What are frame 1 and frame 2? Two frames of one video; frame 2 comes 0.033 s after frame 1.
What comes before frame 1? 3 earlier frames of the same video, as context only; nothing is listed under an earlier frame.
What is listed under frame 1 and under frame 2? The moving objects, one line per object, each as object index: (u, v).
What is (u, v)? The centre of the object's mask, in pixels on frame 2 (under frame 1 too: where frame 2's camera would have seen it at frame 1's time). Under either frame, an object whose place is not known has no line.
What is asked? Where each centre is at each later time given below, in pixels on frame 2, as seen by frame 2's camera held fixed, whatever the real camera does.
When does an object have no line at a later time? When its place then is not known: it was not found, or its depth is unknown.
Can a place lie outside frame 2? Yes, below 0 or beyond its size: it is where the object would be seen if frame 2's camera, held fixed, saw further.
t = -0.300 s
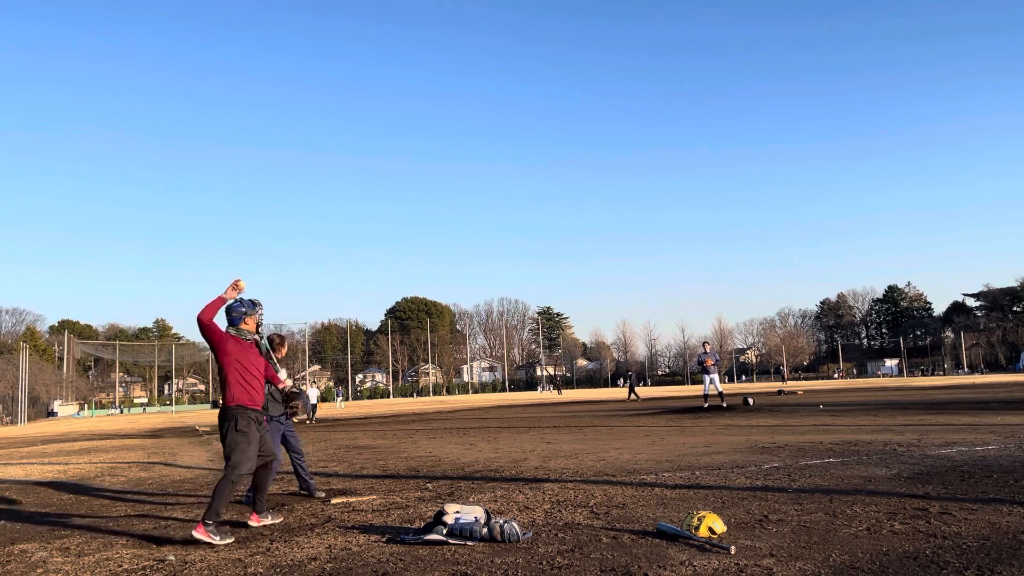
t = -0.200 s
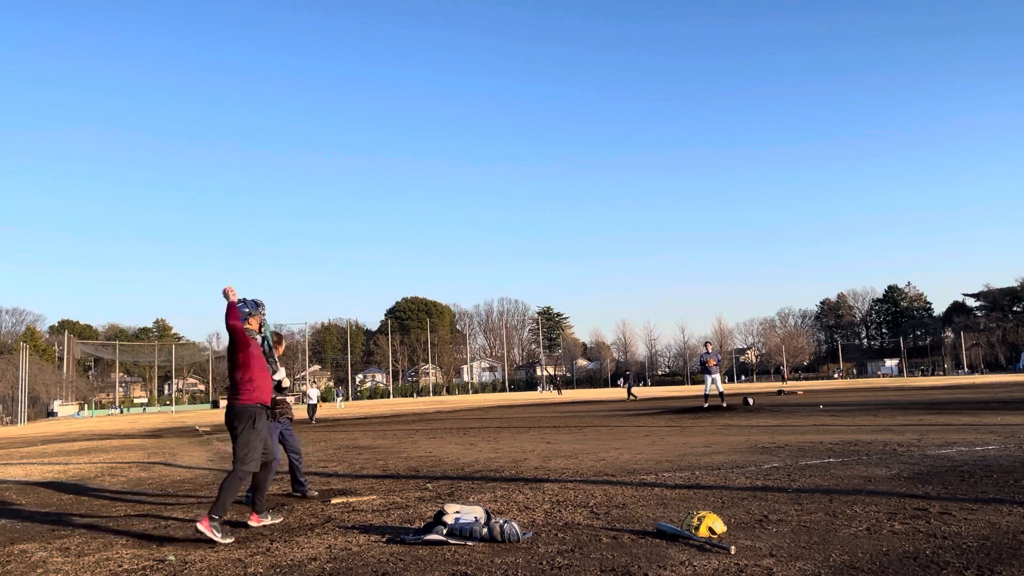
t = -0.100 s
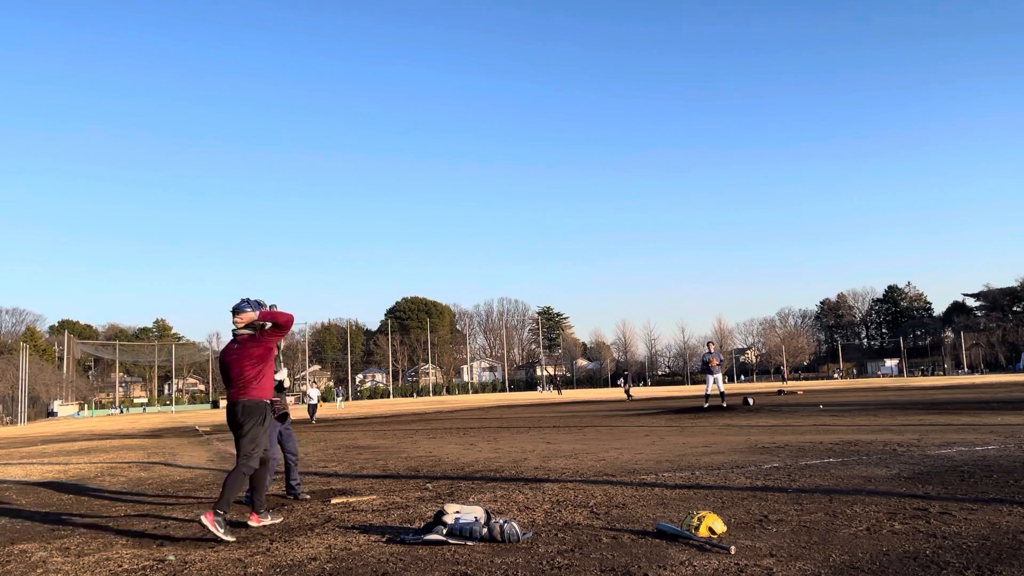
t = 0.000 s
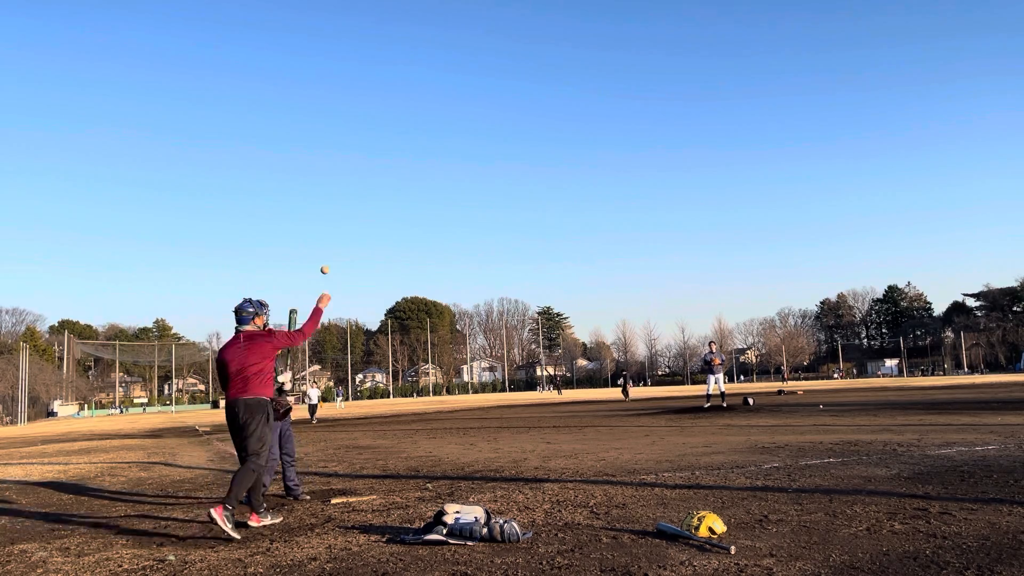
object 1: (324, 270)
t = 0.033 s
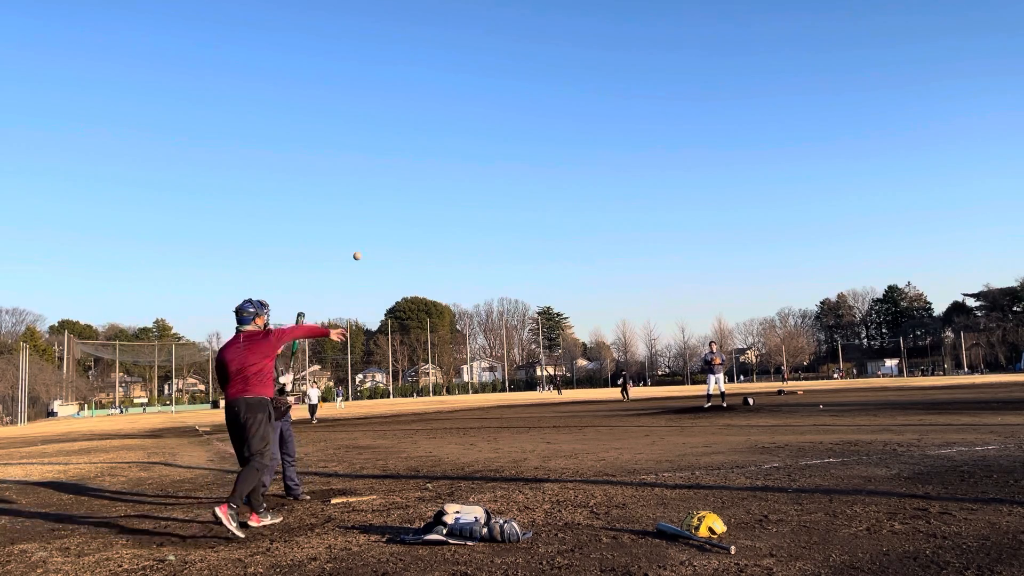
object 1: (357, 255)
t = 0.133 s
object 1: (433, 230)
